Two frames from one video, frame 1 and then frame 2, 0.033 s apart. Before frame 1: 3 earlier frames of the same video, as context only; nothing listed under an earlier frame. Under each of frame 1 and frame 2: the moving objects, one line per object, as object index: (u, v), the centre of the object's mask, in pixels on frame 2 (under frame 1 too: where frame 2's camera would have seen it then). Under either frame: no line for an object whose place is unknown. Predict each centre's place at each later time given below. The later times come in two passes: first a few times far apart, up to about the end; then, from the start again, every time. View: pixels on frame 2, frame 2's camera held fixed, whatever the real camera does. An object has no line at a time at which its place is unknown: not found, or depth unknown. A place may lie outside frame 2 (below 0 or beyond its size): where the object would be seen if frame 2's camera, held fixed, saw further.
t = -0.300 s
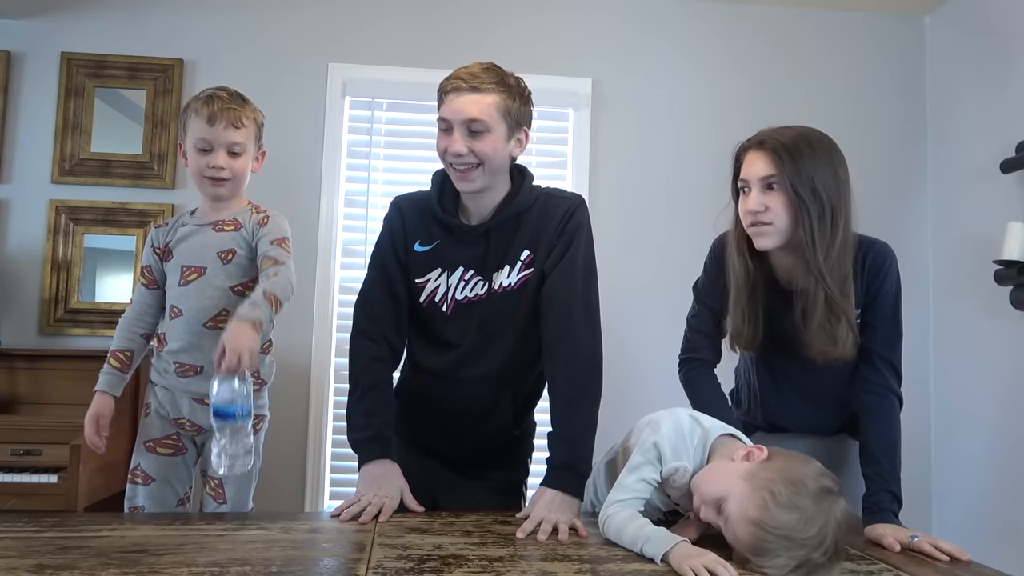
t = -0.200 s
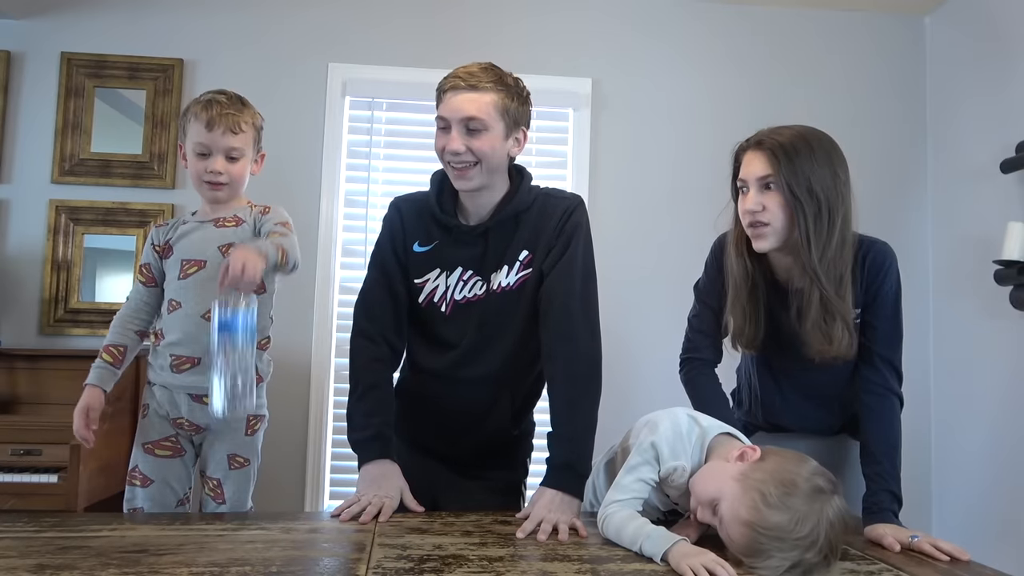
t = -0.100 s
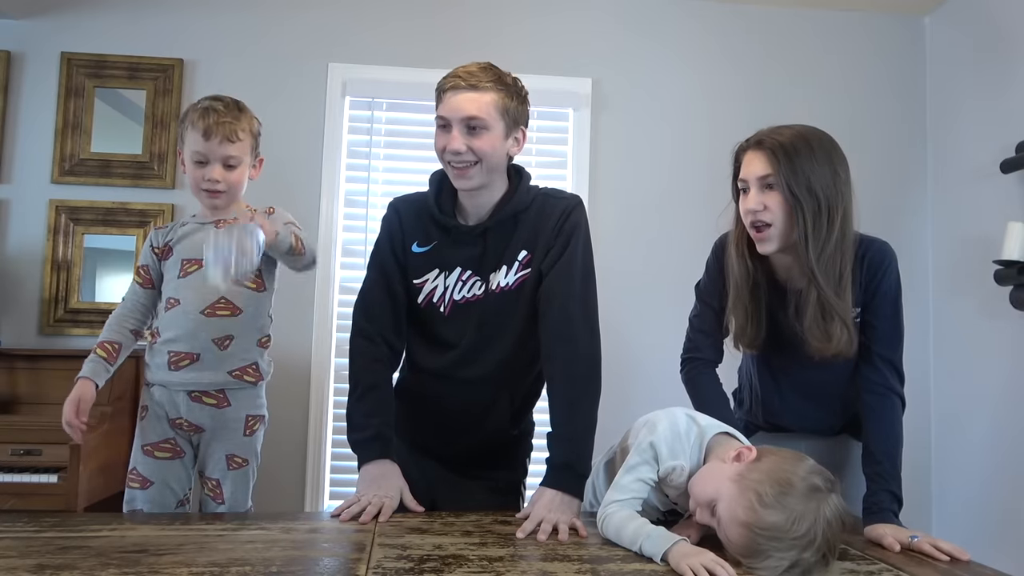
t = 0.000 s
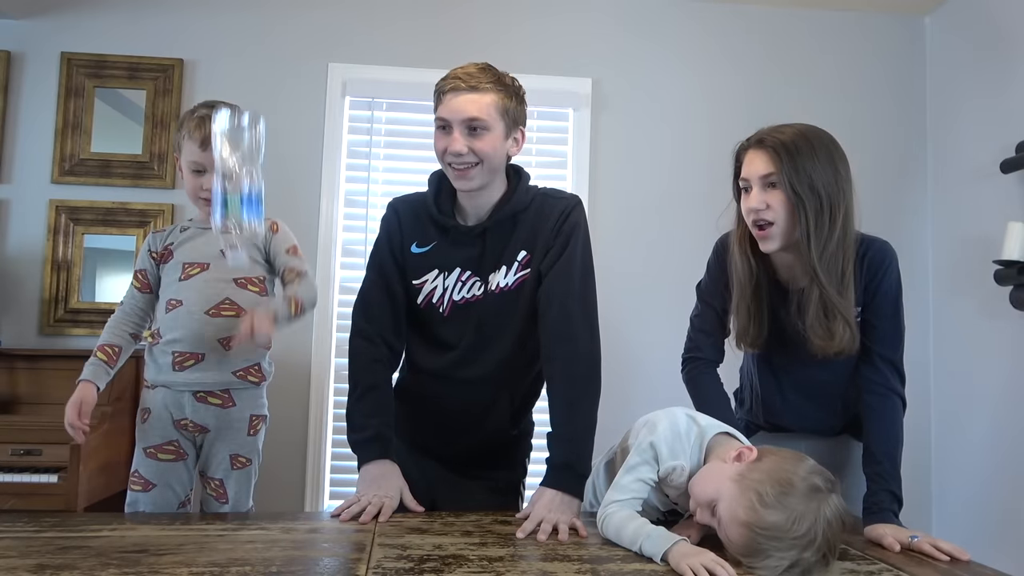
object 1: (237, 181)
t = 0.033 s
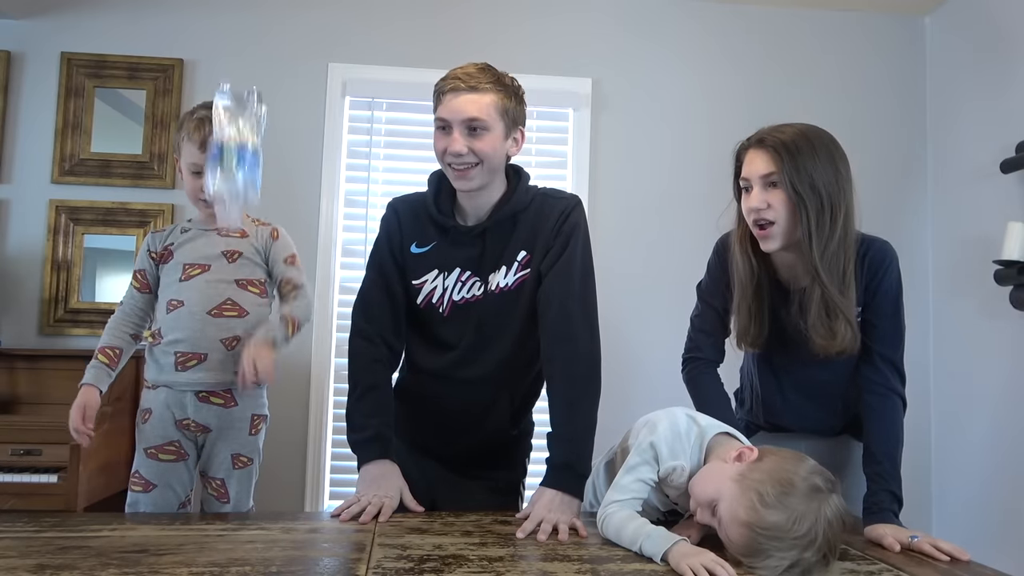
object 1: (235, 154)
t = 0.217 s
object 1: (236, 109)
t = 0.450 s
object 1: (222, 505)
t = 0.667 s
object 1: (208, 507)
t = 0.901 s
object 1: (208, 507)
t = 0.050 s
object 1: (234, 140)
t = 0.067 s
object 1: (232, 123)
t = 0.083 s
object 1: (232, 106)
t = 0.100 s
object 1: (230, 94)
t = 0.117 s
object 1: (232, 85)
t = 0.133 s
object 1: (233, 81)
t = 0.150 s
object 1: (234, 79)
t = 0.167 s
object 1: (235, 82)
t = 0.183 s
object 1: (236, 90)
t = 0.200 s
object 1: (236, 98)
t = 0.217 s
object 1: (236, 109)
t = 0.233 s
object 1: (236, 125)
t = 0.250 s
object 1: (235, 143)
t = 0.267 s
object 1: (234, 161)
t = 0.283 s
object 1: (233, 181)
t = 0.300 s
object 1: (231, 207)
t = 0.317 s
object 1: (230, 234)
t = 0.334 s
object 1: (229, 266)
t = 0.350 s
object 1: (227, 304)
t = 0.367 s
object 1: (224, 345)
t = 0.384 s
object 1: (222, 380)
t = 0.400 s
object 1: (220, 429)
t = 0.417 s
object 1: (218, 474)
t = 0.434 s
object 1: (219, 497)
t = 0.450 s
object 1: (222, 505)
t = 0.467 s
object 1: (222, 505)
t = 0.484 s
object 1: (220, 505)
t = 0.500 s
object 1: (217, 506)
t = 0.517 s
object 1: (214, 506)
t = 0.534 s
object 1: (212, 507)
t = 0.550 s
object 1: (210, 507)
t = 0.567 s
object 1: (210, 507)
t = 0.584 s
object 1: (210, 507)
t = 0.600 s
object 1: (209, 507)
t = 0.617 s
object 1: (208, 507)
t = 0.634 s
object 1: (207, 507)
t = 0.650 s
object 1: (207, 507)
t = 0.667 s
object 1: (208, 507)
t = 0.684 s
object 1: (208, 507)
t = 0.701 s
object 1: (208, 507)
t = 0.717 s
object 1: (207, 507)
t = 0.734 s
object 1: (208, 507)
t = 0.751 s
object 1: (208, 507)
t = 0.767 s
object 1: (208, 507)
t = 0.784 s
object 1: (208, 507)
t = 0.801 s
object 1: (208, 507)
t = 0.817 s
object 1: (208, 507)
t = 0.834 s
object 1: (208, 507)
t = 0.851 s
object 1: (207, 507)
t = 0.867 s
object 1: (207, 507)
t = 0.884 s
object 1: (207, 507)
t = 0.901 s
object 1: (208, 507)
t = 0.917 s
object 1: (207, 507)
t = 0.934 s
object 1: (207, 507)
